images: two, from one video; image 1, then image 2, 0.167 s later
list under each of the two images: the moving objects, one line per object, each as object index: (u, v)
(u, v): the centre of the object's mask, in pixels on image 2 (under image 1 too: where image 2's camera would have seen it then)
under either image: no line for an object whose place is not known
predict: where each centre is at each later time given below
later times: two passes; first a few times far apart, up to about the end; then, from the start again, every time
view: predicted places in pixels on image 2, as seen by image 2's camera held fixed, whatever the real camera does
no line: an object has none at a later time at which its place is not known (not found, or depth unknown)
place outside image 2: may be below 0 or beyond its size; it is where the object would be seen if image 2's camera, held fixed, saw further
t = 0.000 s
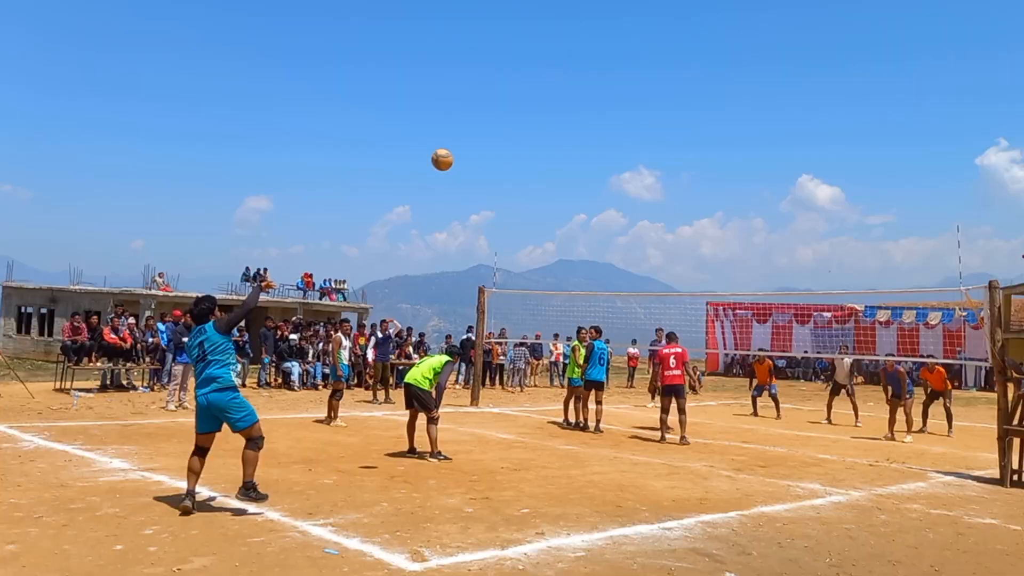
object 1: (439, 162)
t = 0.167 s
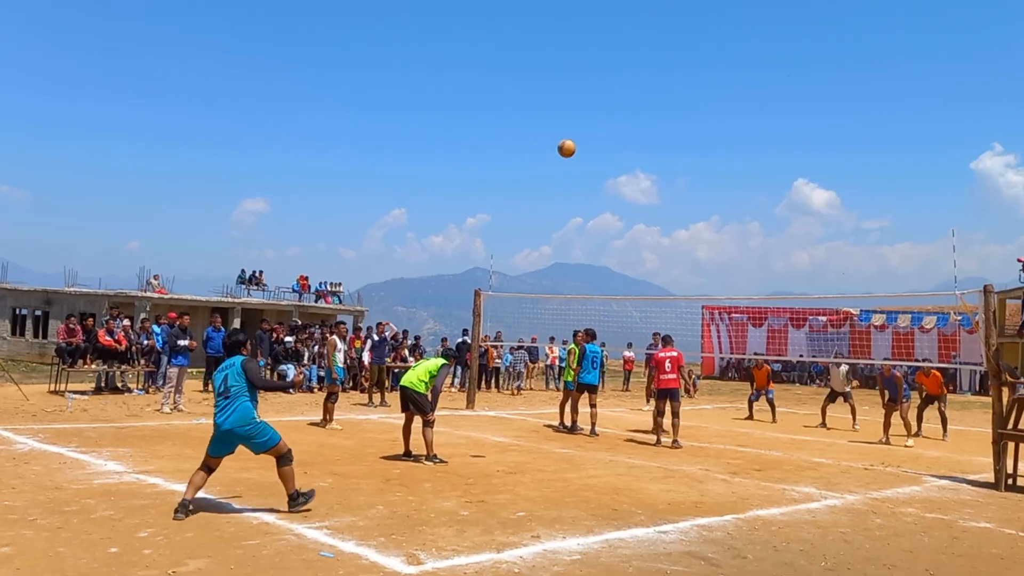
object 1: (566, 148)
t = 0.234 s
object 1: (606, 150)
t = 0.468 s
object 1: (707, 177)
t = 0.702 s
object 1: (773, 226)
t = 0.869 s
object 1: (807, 271)
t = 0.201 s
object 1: (587, 149)
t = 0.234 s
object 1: (606, 150)
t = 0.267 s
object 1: (623, 152)
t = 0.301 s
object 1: (640, 154)
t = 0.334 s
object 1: (655, 158)
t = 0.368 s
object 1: (670, 162)
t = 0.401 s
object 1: (683, 167)
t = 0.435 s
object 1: (696, 172)
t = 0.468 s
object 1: (707, 177)
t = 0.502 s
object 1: (718, 183)
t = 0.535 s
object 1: (729, 189)
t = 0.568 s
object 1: (739, 196)
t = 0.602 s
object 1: (748, 203)
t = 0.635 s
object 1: (757, 210)
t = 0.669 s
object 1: (765, 218)
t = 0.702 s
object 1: (773, 226)
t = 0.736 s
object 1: (781, 235)
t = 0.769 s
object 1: (788, 244)
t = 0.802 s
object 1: (794, 253)
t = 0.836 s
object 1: (801, 262)
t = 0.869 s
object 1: (807, 271)
